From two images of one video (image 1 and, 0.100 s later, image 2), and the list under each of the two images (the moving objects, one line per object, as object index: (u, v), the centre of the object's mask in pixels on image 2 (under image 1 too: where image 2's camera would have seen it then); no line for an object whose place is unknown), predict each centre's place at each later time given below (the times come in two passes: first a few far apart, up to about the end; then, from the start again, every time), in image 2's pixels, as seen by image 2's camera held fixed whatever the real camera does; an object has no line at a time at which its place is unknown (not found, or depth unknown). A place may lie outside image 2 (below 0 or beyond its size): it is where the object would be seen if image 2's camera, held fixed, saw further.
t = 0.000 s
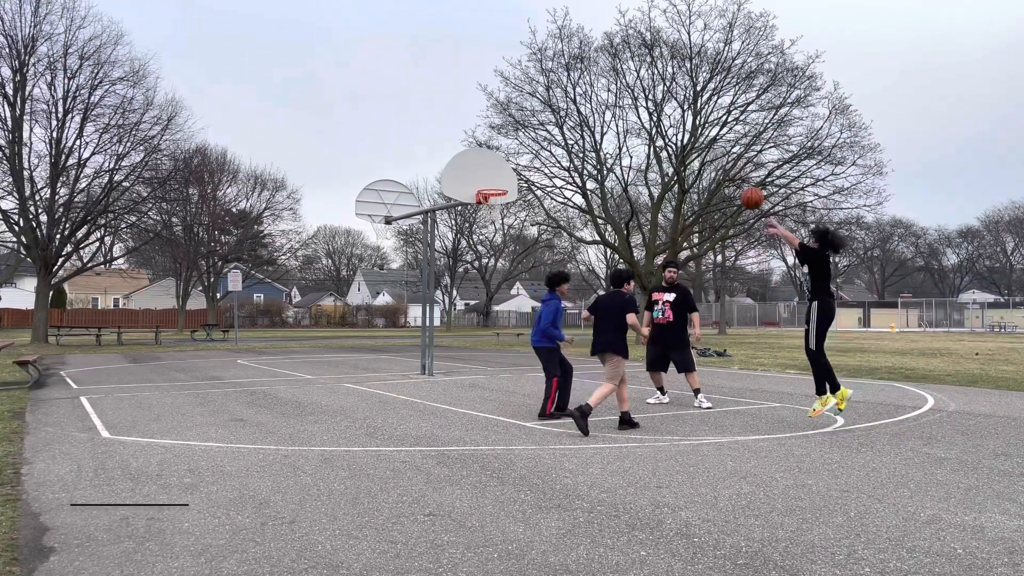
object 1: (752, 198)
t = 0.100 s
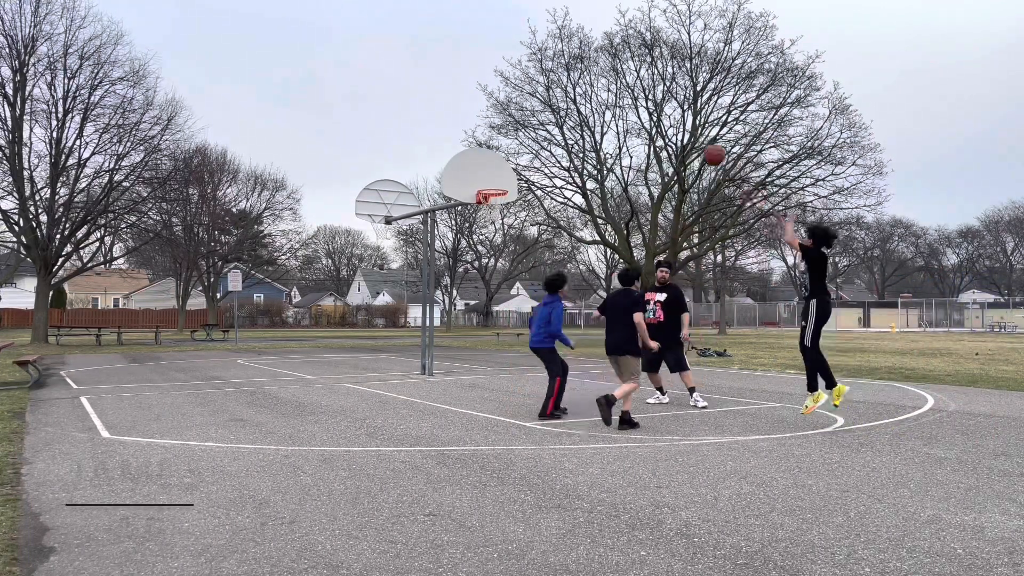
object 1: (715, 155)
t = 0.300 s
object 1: (649, 103)
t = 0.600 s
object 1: (571, 94)
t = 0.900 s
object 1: (508, 144)
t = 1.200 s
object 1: (500, 175)
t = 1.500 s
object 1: (548, 178)
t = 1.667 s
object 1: (574, 203)
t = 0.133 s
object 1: (702, 143)
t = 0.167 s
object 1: (691, 133)
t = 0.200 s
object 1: (680, 123)
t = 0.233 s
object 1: (669, 116)
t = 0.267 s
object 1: (658, 110)
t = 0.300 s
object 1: (649, 103)
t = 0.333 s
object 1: (640, 99)
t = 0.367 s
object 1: (630, 95)
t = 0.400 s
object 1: (621, 93)
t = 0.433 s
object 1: (612, 91)
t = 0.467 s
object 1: (604, 90)
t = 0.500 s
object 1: (596, 89)
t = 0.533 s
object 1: (587, 90)
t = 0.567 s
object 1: (578, 93)
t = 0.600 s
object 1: (571, 94)
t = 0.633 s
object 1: (563, 97)
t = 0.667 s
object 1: (555, 101)
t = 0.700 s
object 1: (548, 106)
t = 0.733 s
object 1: (541, 110)
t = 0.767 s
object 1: (535, 115)
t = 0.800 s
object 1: (528, 122)
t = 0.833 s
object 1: (521, 129)
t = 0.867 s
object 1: (515, 136)
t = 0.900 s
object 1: (508, 144)
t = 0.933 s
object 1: (502, 152)
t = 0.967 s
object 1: (496, 161)
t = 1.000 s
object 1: (490, 171)
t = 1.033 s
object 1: (484, 181)
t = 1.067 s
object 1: (483, 183)
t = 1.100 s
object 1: (487, 180)
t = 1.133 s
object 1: (492, 178)
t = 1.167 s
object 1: (496, 176)
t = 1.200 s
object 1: (500, 175)
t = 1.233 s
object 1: (505, 173)
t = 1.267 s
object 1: (510, 171)
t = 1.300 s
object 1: (516, 170)
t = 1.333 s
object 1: (522, 169)
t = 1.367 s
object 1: (526, 170)
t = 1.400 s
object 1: (532, 171)
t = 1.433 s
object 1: (537, 173)
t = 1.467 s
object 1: (543, 175)
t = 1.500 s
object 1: (548, 178)
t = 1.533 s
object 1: (553, 182)
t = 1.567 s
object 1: (558, 186)
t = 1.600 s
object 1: (564, 191)
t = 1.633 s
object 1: (568, 197)
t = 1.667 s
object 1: (574, 203)
